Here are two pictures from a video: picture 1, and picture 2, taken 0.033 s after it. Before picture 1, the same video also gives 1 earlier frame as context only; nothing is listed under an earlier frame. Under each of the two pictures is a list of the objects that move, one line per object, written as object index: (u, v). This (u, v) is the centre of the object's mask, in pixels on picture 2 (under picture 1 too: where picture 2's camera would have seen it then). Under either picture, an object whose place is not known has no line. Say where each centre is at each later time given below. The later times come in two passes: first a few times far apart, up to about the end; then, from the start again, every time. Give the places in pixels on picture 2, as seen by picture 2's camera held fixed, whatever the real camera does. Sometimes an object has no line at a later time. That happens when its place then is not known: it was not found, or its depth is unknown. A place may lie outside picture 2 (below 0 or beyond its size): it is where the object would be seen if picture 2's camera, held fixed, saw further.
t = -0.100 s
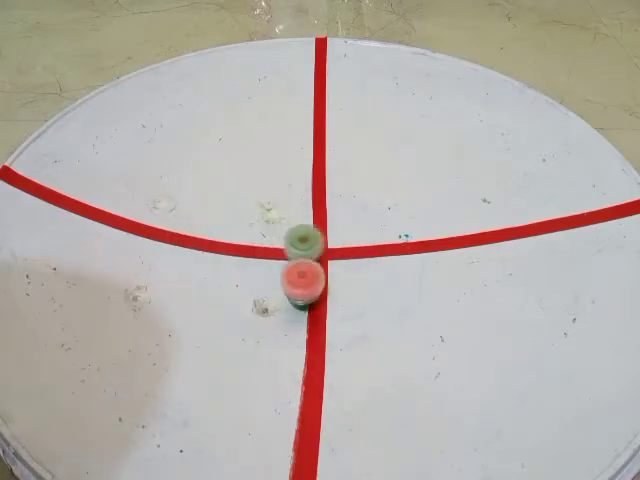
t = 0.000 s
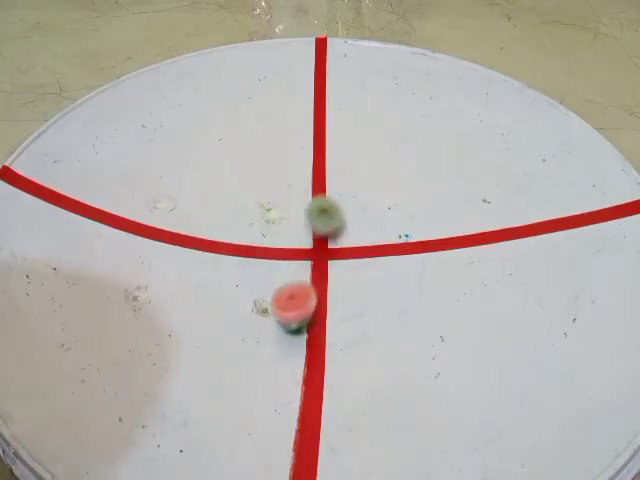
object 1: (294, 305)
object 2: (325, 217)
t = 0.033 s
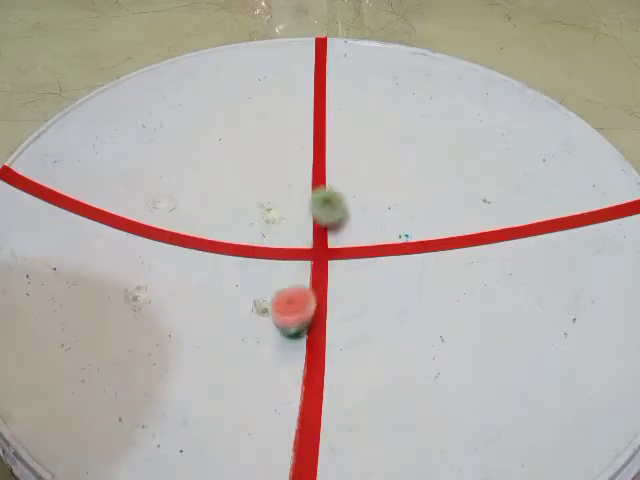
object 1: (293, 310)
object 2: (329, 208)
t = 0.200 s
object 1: (283, 325)
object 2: (331, 169)
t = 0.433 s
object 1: (274, 321)
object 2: (304, 149)
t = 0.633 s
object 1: (273, 295)
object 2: (286, 174)
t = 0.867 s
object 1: (278, 257)
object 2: (303, 223)
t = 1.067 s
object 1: (251, 261)
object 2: (377, 214)
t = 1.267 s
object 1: (249, 248)
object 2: (417, 200)
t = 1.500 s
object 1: (260, 230)
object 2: (430, 199)
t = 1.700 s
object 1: (280, 222)
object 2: (419, 216)
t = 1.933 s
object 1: (304, 218)
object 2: (384, 244)
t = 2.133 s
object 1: (323, 221)
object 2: (342, 272)
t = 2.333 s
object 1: (336, 231)
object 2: (300, 292)
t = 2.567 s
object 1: (336, 243)
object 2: (262, 302)
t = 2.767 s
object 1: (325, 252)
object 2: (244, 291)
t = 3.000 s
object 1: (305, 253)
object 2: (236, 258)
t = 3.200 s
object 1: (288, 248)
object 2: (234, 223)
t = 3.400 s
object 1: (275, 235)
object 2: (235, 196)
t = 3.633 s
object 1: (271, 222)
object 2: (245, 185)
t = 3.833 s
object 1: (280, 235)
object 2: (252, 166)
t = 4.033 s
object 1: (287, 260)
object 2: (260, 150)
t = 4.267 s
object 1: (283, 282)
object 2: (281, 164)
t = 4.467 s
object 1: (273, 279)
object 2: (310, 194)
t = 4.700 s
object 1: (266, 264)
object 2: (348, 234)
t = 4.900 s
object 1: (271, 245)
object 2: (377, 269)
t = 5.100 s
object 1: (287, 228)
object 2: (396, 290)
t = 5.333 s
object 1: (314, 221)
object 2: (390, 290)
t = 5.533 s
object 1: (332, 227)
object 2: (356, 274)
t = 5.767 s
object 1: (361, 186)
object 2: (284, 300)
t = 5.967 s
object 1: (364, 188)
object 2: (235, 288)
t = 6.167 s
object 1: (378, 174)
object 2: (215, 255)
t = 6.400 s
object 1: (378, 175)
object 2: (242, 220)
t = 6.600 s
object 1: (378, 175)
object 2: (284, 210)
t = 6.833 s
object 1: (378, 175)
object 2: (328, 228)
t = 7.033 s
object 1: (378, 175)
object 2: (343, 259)
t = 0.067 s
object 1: (292, 313)
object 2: (331, 200)
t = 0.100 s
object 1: (290, 317)
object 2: (332, 192)
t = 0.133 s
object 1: (288, 320)
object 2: (332, 184)
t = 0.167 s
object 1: (286, 323)
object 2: (332, 176)
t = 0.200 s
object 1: (283, 325)
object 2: (331, 169)
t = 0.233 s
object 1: (282, 327)
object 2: (328, 162)
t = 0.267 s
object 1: (280, 327)
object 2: (324, 158)
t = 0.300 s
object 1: (278, 327)
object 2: (320, 154)
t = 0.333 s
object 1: (276, 326)
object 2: (316, 151)
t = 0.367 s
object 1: (275, 325)
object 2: (311, 149)
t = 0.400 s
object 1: (275, 324)
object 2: (307, 148)
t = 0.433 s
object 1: (274, 321)
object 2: (304, 149)
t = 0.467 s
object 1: (272, 317)
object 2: (299, 150)
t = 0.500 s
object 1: (271, 313)
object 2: (295, 154)
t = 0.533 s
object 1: (271, 308)
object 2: (293, 158)
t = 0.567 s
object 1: (272, 305)
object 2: (290, 163)
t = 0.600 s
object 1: (271, 299)
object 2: (287, 168)
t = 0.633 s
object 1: (273, 295)
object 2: (286, 174)
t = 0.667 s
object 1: (273, 289)
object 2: (285, 181)
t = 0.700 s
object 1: (274, 282)
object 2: (286, 189)
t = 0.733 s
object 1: (275, 277)
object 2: (286, 197)
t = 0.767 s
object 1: (276, 271)
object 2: (288, 204)
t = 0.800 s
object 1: (277, 265)
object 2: (290, 212)
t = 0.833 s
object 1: (279, 260)
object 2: (295, 220)
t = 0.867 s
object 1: (278, 257)
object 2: (303, 223)
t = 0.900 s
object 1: (267, 261)
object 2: (319, 222)
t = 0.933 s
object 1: (260, 263)
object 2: (333, 221)
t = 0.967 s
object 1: (256, 264)
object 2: (345, 220)
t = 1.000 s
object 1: (254, 263)
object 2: (356, 219)
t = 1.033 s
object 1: (252, 262)
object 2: (367, 216)
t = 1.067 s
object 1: (251, 261)
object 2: (377, 214)
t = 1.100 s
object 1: (250, 259)
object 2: (386, 210)
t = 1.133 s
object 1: (248, 257)
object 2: (394, 208)
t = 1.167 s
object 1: (248, 255)
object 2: (401, 206)
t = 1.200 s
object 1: (248, 253)
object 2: (409, 203)
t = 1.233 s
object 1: (247, 250)
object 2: (414, 201)
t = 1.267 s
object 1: (249, 248)
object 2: (417, 200)
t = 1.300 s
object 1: (249, 246)
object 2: (420, 198)
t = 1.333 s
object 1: (250, 243)
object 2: (423, 197)
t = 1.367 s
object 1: (251, 240)
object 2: (425, 197)
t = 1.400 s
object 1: (253, 237)
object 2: (427, 198)
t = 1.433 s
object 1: (255, 235)
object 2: (429, 197)
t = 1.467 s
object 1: (257, 232)
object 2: (430, 198)
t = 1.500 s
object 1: (260, 230)
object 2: (430, 199)
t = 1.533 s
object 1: (263, 228)
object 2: (430, 200)
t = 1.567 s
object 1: (267, 227)
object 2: (428, 204)
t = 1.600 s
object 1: (271, 226)
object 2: (427, 206)
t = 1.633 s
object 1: (274, 225)
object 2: (425, 210)
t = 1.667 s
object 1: (277, 223)
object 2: (422, 213)
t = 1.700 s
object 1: (280, 222)
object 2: (419, 216)
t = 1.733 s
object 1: (283, 221)
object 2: (415, 218)
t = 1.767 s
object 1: (287, 220)
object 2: (411, 221)
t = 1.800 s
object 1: (290, 220)
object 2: (406, 224)
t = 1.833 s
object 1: (294, 219)
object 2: (401, 228)
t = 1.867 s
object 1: (297, 219)
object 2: (396, 233)
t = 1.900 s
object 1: (300, 218)
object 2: (389, 237)
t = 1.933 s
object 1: (304, 218)
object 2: (384, 244)
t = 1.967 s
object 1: (308, 218)
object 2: (378, 249)
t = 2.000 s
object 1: (312, 218)
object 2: (371, 253)
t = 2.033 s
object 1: (314, 219)
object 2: (365, 258)
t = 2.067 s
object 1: (316, 219)
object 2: (357, 263)
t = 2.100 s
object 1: (319, 220)
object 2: (350, 268)
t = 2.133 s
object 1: (323, 221)
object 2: (342, 272)
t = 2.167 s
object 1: (326, 224)
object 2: (336, 276)
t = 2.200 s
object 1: (327, 225)
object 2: (329, 279)
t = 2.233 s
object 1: (330, 227)
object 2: (322, 283)
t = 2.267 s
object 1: (333, 229)
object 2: (313, 285)
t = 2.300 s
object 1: (334, 230)
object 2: (307, 288)
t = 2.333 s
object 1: (336, 231)
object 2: (300, 292)
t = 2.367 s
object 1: (337, 232)
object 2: (295, 295)
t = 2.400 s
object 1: (337, 234)
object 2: (288, 298)
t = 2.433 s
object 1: (338, 235)
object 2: (282, 300)
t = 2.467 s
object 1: (338, 237)
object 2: (277, 301)
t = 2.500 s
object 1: (338, 239)
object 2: (272, 302)
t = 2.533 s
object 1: (336, 241)
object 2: (267, 302)
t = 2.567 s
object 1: (336, 243)
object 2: (262, 302)
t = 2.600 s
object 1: (334, 244)
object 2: (258, 301)
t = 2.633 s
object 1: (333, 245)
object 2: (254, 300)
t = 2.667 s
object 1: (332, 248)
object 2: (251, 299)
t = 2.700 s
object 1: (329, 249)
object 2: (249, 297)
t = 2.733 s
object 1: (327, 251)
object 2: (246, 294)
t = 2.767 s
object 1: (325, 252)
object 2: (244, 291)
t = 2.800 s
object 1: (322, 252)
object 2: (240, 286)
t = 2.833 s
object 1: (320, 253)
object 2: (241, 283)
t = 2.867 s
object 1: (317, 254)
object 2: (238, 279)
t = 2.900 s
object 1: (314, 254)
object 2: (237, 274)
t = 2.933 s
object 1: (312, 254)
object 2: (238, 270)
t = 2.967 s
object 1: (308, 253)
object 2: (238, 265)
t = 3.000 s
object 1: (305, 253)
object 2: (236, 258)
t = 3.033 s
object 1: (303, 253)
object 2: (236, 252)
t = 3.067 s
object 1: (300, 252)
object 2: (235, 247)
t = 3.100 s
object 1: (298, 251)
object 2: (235, 240)
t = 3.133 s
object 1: (294, 251)
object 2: (235, 234)
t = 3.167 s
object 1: (291, 249)
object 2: (234, 229)
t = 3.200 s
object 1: (288, 248)
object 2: (234, 223)
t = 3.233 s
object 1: (285, 246)
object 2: (234, 218)
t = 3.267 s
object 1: (283, 244)
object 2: (235, 213)
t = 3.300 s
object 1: (281, 242)
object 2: (235, 208)
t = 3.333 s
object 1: (279, 239)
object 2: (235, 204)
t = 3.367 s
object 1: (277, 236)
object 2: (235, 200)
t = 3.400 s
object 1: (275, 235)
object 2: (235, 196)
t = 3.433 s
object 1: (273, 232)
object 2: (235, 193)
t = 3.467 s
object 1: (271, 230)
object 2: (236, 191)
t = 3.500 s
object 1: (270, 228)
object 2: (237, 189)
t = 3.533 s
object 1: (271, 226)
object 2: (238, 187)
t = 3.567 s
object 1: (270, 224)
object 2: (240, 186)
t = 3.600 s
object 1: (270, 223)
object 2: (242, 186)
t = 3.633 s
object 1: (271, 222)
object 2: (245, 185)
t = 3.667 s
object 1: (271, 221)
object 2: (246, 186)
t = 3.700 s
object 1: (272, 220)
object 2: (248, 187)
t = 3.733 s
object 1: (274, 221)
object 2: (250, 185)
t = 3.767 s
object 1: (276, 227)
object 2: (252, 178)
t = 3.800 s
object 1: (279, 232)
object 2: (251, 171)
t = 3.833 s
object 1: (280, 235)
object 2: (252, 166)
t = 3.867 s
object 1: (283, 239)
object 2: (254, 163)
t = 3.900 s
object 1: (284, 243)
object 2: (255, 159)
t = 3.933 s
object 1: (285, 247)
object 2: (256, 156)
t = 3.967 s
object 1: (286, 252)
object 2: (257, 154)
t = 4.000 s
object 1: (287, 256)
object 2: (258, 151)
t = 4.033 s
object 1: (287, 260)
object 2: (260, 150)
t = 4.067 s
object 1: (287, 264)
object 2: (262, 149)
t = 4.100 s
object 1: (286, 268)
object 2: (264, 150)
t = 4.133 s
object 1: (286, 272)
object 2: (266, 151)
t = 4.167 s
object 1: (285, 275)
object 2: (270, 154)
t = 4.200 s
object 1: (284, 278)
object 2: (273, 156)
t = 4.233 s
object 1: (284, 281)
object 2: (277, 160)
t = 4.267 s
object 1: (283, 282)
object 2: (281, 164)
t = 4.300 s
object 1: (282, 282)
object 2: (286, 169)
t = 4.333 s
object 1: (280, 281)
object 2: (290, 174)
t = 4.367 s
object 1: (279, 281)
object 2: (295, 178)
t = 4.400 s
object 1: (278, 280)
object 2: (300, 183)
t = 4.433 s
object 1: (275, 280)
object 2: (305, 189)
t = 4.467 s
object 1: (273, 279)
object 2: (310, 194)
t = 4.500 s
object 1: (272, 278)
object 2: (316, 200)
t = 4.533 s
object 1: (270, 276)
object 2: (322, 205)
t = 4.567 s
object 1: (268, 274)
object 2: (327, 211)
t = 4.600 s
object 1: (267, 272)
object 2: (332, 218)
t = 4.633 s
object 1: (266, 269)
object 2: (338, 224)
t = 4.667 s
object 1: (266, 267)
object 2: (343, 229)
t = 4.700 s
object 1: (266, 264)
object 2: (348, 234)
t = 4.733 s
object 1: (266, 261)
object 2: (354, 241)
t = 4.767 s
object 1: (266, 257)
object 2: (358, 247)
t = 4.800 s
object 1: (266, 254)
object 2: (364, 253)
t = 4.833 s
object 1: (267, 251)
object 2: (369, 259)
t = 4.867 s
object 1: (269, 248)
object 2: (373, 264)
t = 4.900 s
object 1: (271, 245)
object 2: (377, 269)
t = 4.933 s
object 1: (273, 241)
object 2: (381, 273)
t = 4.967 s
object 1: (275, 238)
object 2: (384, 278)
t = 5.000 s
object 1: (278, 235)
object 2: (387, 282)
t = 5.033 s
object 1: (281, 233)
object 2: (391, 286)
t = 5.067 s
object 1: (283, 230)
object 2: (393, 288)
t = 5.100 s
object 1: (287, 228)
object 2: (396, 290)
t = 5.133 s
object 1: (292, 226)
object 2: (397, 292)
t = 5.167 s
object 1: (295, 225)
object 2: (397, 293)
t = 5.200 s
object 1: (298, 224)
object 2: (398, 294)
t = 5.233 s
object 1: (303, 223)
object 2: (398, 294)
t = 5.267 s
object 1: (306, 222)
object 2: (397, 293)
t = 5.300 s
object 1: (310, 222)
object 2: (394, 292)
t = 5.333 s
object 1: (314, 221)
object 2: (390, 290)
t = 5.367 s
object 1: (316, 221)
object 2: (385, 289)
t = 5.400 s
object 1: (320, 222)
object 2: (380, 287)
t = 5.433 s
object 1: (323, 223)
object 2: (375, 284)
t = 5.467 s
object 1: (326, 223)
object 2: (370, 281)
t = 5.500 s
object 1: (330, 226)
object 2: (363, 278)
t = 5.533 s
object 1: (332, 227)
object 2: (356, 274)
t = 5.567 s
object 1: (334, 228)
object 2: (349, 271)
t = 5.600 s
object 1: (336, 227)
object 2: (341, 268)
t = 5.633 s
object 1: (346, 217)
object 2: (329, 276)
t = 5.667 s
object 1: (349, 203)
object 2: (317, 284)
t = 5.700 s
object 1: (356, 200)
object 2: (304, 293)
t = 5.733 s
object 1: (356, 194)
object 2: (293, 297)
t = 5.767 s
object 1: (361, 186)
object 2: (284, 300)
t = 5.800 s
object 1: (361, 179)
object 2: (277, 300)
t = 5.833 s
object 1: (364, 183)
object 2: (269, 300)
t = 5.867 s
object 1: (367, 192)
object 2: (259, 298)
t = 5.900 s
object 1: (367, 191)
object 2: (251, 296)
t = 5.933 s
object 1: (365, 190)
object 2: (244, 293)
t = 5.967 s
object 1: (364, 188)
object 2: (235, 288)
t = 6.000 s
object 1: (368, 177)
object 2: (230, 284)
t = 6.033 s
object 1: (374, 175)
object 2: (225, 278)
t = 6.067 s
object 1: (377, 174)
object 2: (221, 272)
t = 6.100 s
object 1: (378, 173)
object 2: (218, 265)
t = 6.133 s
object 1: (378, 173)
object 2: (215, 259)
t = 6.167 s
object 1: (378, 174)
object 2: (215, 255)
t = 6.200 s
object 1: (378, 175)
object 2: (216, 250)
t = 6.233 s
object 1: (378, 175)
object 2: (218, 245)
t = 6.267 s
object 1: (378, 175)
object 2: (220, 236)
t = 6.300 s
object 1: (378, 175)
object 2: (225, 232)
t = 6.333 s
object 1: (378, 175)
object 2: (231, 227)
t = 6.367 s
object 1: (378, 175)
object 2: (236, 223)
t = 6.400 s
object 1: (378, 175)
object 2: (242, 220)
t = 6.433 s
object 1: (378, 175)
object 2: (249, 217)
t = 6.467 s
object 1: (378, 175)
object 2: (256, 214)
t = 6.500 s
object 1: (378, 175)
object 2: (263, 212)
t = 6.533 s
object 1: (378, 175)
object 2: (270, 210)
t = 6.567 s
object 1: (378, 175)
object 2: (277, 210)
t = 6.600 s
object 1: (378, 175)
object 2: (284, 210)
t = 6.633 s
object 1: (378, 175)
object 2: (291, 212)
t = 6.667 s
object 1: (378, 175)
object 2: (299, 212)
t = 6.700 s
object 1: (378, 175)
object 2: (305, 214)
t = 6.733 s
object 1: (378, 175)
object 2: (311, 216)
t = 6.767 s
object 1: (378, 175)
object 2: (318, 219)
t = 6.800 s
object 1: (378, 175)
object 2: (323, 223)
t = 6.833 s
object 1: (378, 175)
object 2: (328, 228)
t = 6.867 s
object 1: (378, 175)
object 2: (332, 232)
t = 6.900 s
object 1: (378, 175)
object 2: (335, 237)
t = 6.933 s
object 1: (378, 175)
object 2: (339, 243)
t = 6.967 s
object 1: (378, 175)
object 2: (341, 248)
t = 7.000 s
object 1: (378, 175)
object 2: (342, 254)
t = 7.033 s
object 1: (378, 175)
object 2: (343, 259)
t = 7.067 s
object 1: (378, 175)
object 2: (343, 265)
